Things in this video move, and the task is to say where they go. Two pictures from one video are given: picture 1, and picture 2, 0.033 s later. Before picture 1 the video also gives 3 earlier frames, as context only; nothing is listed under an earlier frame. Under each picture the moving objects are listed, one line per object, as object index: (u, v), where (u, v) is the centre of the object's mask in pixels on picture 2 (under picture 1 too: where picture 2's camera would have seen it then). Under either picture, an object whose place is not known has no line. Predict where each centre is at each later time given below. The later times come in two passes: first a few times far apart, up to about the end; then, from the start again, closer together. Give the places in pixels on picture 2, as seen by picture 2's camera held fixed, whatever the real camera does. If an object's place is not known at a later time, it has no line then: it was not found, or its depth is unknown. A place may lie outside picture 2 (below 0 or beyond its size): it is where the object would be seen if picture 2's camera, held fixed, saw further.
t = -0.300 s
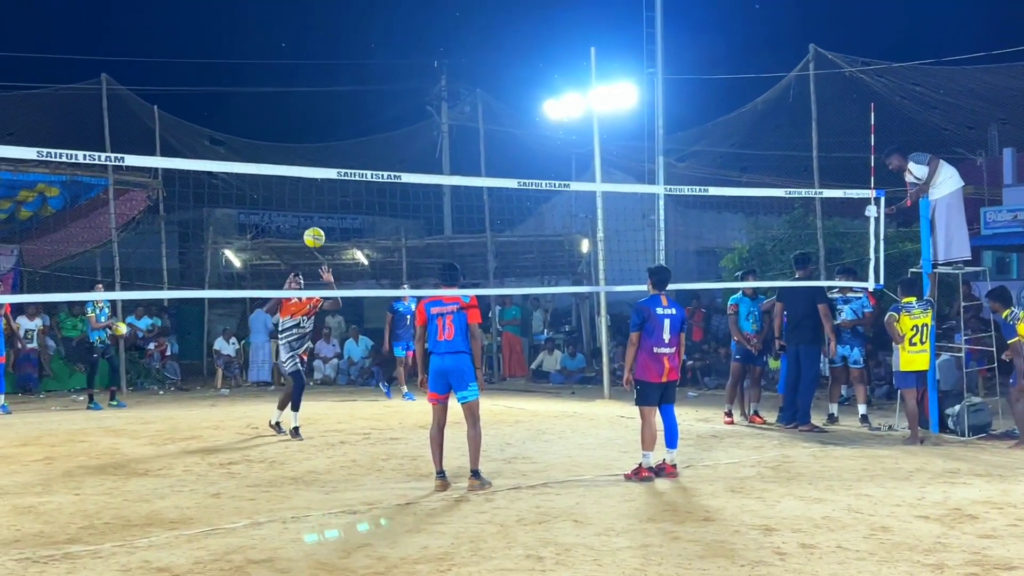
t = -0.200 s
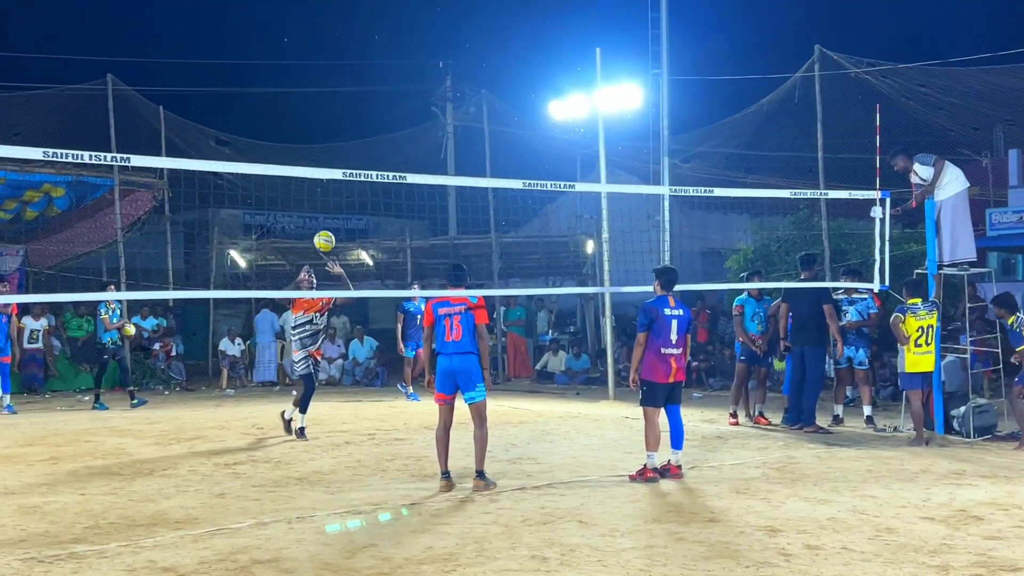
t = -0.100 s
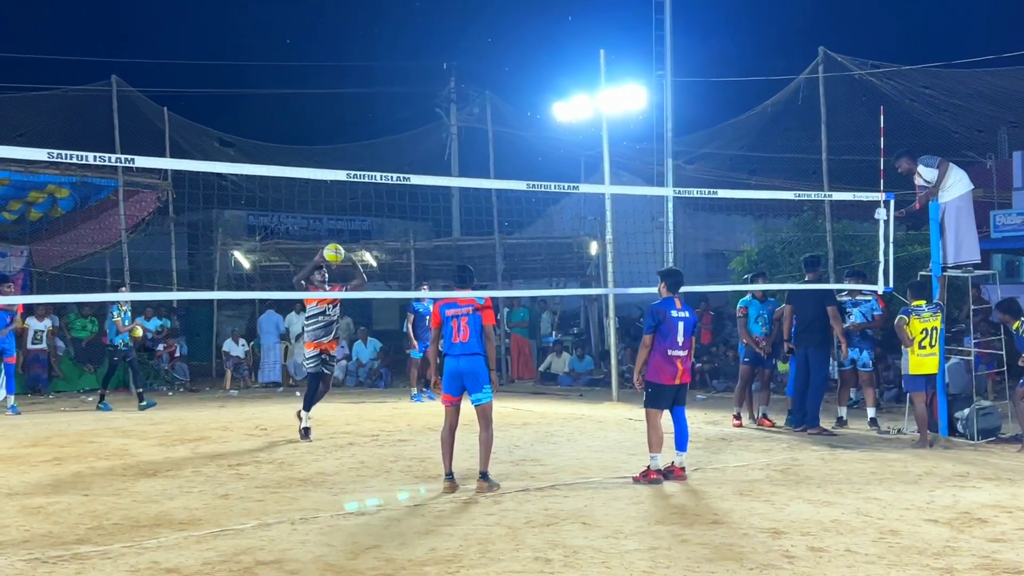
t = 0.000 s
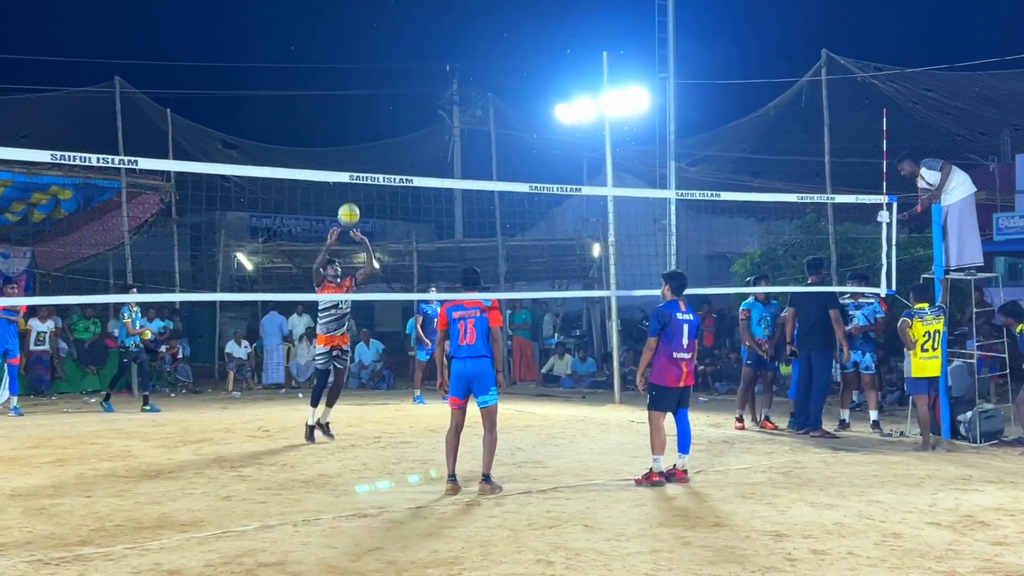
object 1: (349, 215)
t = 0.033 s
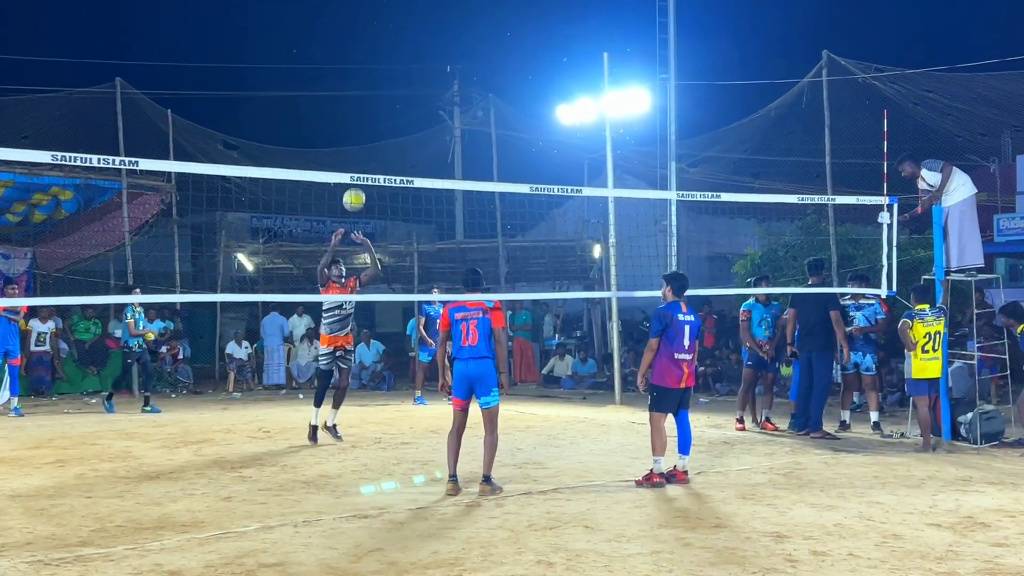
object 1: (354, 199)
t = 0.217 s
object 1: (381, 129)
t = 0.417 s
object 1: (412, 88)
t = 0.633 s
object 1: (447, 89)
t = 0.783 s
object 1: (474, 120)
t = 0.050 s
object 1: (356, 193)
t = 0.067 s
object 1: (358, 189)
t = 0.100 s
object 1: (364, 168)
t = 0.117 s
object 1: (366, 163)
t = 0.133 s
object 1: (368, 157)
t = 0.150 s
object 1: (371, 151)
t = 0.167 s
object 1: (373, 145)
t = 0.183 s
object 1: (376, 139)
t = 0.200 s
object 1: (378, 134)
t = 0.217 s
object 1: (381, 129)
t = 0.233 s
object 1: (383, 124)
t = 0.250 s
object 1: (386, 119)
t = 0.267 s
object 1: (388, 115)
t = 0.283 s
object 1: (391, 111)
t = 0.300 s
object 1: (393, 107)
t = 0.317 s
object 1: (396, 104)
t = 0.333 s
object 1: (399, 100)
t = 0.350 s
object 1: (401, 97)
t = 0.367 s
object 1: (404, 95)
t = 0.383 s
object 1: (406, 92)
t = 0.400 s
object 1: (409, 90)
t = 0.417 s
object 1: (412, 88)
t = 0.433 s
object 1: (414, 86)
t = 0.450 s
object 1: (417, 85)
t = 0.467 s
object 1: (420, 84)
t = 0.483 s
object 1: (422, 83)
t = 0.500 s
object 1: (425, 83)
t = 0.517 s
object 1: (428, 83)
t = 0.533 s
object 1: (431, 83)
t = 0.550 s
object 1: (433, 83)
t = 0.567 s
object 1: (436, 84)
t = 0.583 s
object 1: (439, 85)
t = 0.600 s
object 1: (442, 86)
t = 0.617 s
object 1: (445, 87)
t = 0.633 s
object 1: (447, 89)
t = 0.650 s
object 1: (450, 91)
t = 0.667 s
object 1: (453, 93)
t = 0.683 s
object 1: (456, 96)
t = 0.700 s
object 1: (459, 99)
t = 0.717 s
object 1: (461, 102)
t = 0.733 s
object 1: (464, 106)
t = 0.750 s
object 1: (467, 110)
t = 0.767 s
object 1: (471, 115)
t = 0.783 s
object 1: (474, 120)
